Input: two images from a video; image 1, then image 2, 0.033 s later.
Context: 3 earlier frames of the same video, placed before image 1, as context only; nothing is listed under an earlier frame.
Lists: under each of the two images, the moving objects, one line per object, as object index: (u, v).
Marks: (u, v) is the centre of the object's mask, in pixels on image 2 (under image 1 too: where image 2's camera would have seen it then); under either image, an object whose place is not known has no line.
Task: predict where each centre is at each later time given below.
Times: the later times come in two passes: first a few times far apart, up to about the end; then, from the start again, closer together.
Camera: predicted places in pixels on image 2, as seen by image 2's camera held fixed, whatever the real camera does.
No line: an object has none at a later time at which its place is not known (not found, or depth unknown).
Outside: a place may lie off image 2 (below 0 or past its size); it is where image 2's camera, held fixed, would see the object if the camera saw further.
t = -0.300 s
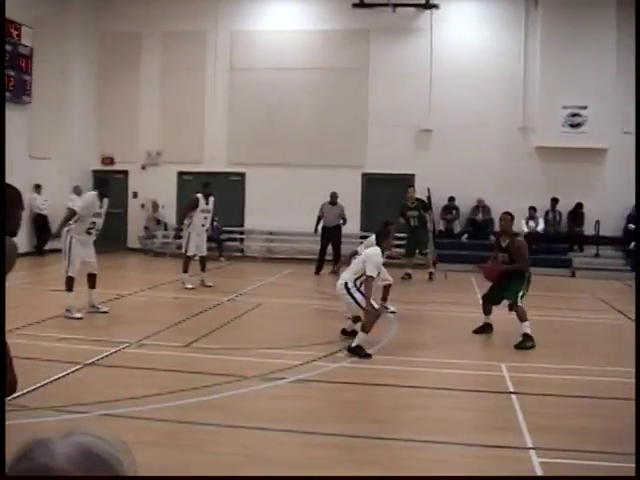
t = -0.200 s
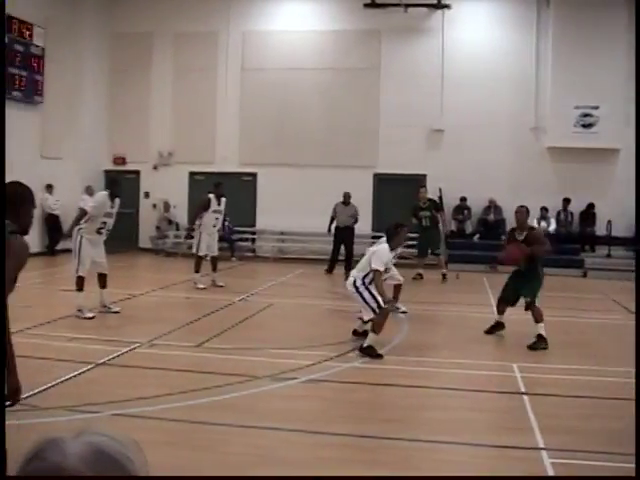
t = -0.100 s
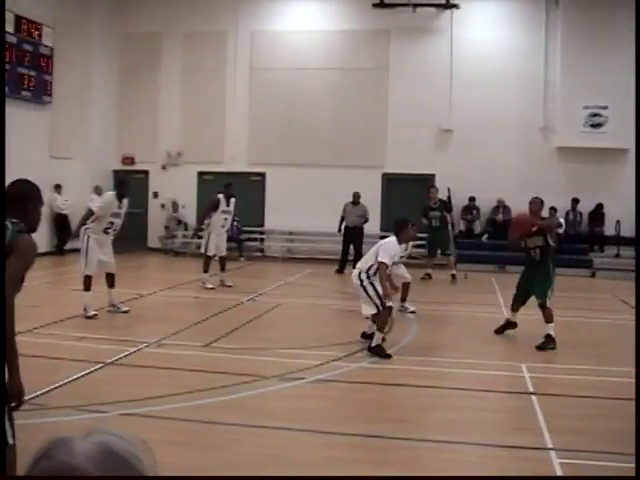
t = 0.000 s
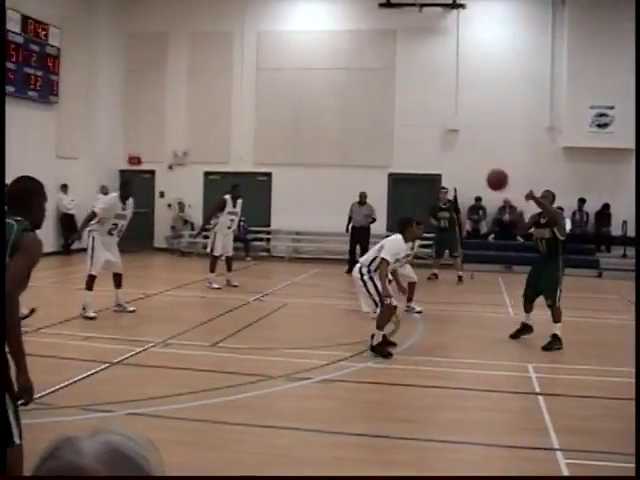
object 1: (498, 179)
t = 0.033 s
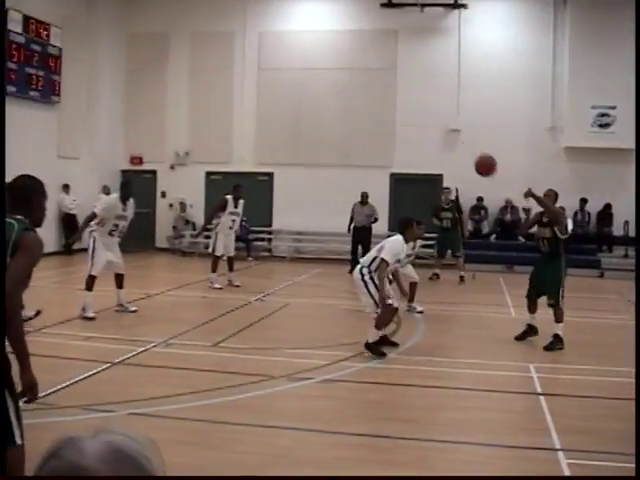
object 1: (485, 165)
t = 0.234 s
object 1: (390, 90)
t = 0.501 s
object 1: (219, 47)
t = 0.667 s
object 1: (73, 55)
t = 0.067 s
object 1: (471, 151)
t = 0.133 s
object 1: (441, 124)
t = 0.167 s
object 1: (425, 112)
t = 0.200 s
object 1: (408, 101)
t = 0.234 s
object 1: (390, 90)
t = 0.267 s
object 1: (372, 80)
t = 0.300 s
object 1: (353, 71)
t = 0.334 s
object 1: (333, 63)
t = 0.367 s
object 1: (312, 58)
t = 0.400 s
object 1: (290, 53)
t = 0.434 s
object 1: (268, 50)
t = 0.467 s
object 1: (244, 48)
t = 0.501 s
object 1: (219, 47)
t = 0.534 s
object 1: (193, 46)
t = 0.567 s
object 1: (165, 47)
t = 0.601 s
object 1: (135, 48)
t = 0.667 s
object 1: (73, 55)
